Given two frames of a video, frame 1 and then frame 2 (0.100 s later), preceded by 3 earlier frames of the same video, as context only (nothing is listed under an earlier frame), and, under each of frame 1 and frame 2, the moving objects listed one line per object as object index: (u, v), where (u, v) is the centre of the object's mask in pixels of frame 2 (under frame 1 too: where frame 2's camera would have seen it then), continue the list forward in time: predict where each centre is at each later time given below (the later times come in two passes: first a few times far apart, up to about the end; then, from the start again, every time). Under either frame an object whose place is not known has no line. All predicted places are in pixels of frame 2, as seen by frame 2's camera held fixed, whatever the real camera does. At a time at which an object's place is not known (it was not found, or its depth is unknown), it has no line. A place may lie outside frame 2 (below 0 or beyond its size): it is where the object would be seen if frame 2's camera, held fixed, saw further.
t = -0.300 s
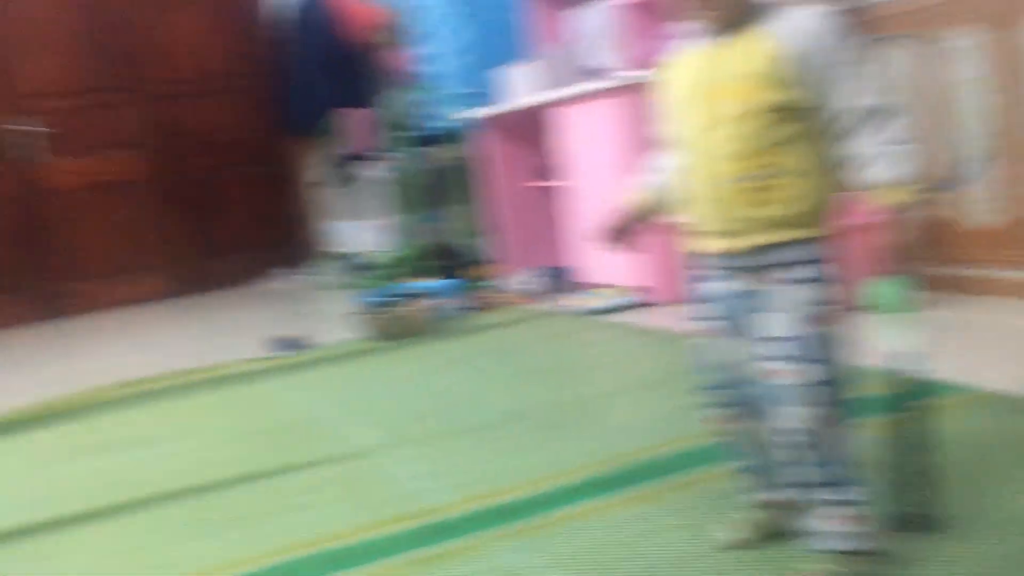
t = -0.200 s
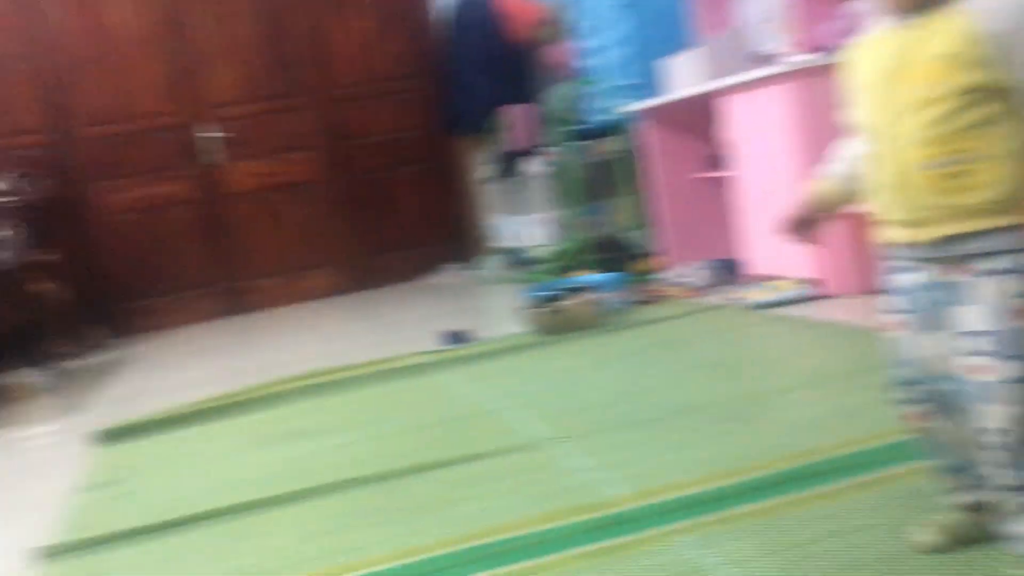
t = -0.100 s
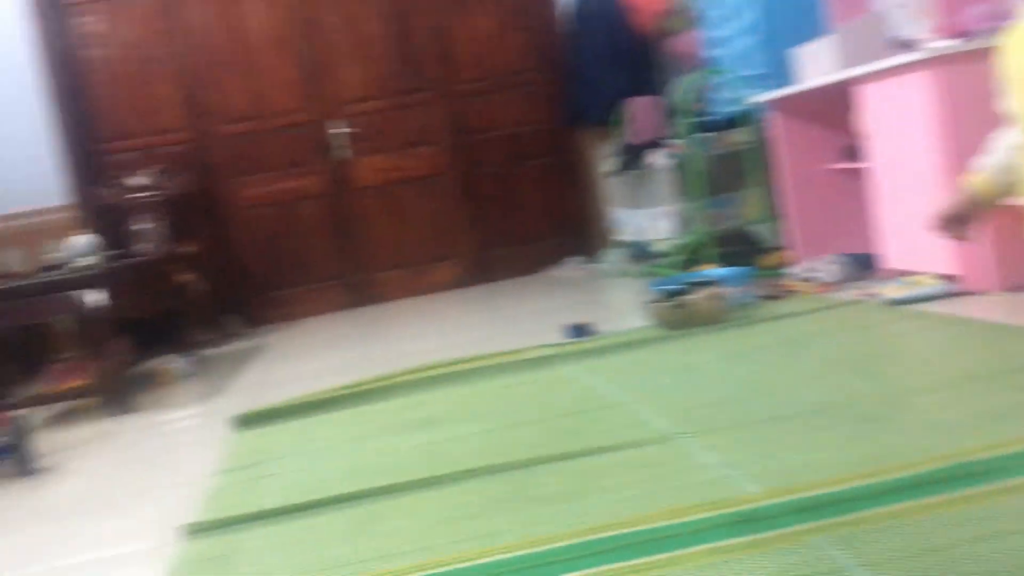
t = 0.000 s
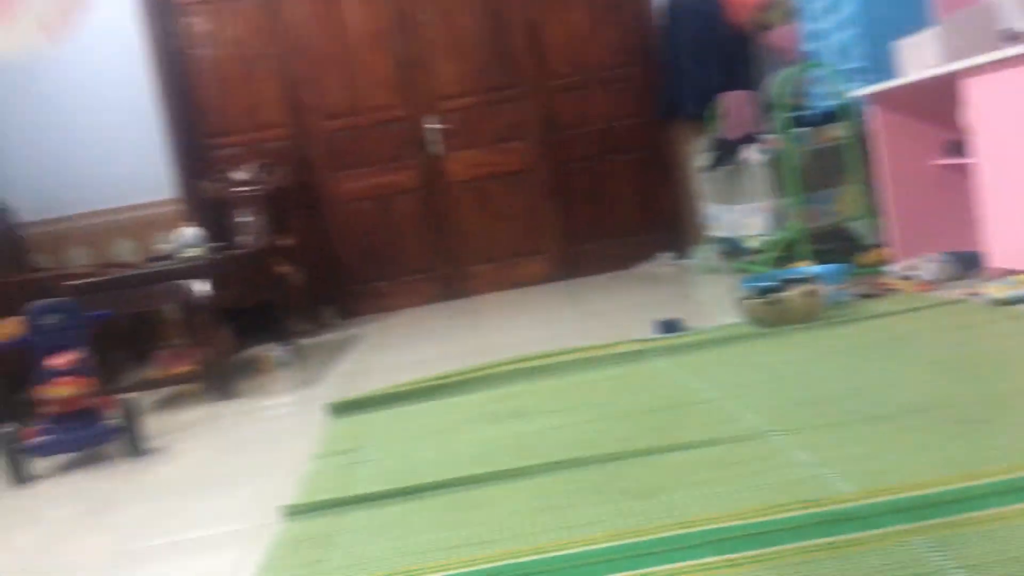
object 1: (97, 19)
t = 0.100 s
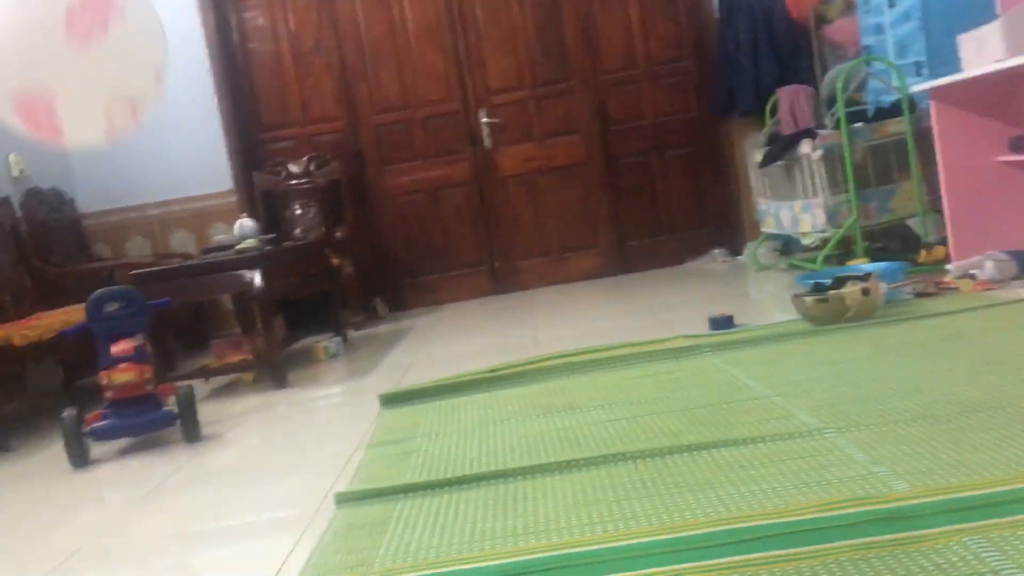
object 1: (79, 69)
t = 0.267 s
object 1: (82, 226)
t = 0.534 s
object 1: (122, 485)
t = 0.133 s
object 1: (75, 88)
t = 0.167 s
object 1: (72, 116)
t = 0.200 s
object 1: (73, 153)
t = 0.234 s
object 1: (77, 188)
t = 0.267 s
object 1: (82, 226)
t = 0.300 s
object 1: (87, 262)
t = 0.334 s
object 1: (90, 299)
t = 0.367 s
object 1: (94, 334)
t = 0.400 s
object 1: (97, 367)
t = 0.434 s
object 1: (100, 403)
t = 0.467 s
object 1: (102, 433)
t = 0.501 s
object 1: (107, 464)
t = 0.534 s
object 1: (122, 485)
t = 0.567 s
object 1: (130, 514)
